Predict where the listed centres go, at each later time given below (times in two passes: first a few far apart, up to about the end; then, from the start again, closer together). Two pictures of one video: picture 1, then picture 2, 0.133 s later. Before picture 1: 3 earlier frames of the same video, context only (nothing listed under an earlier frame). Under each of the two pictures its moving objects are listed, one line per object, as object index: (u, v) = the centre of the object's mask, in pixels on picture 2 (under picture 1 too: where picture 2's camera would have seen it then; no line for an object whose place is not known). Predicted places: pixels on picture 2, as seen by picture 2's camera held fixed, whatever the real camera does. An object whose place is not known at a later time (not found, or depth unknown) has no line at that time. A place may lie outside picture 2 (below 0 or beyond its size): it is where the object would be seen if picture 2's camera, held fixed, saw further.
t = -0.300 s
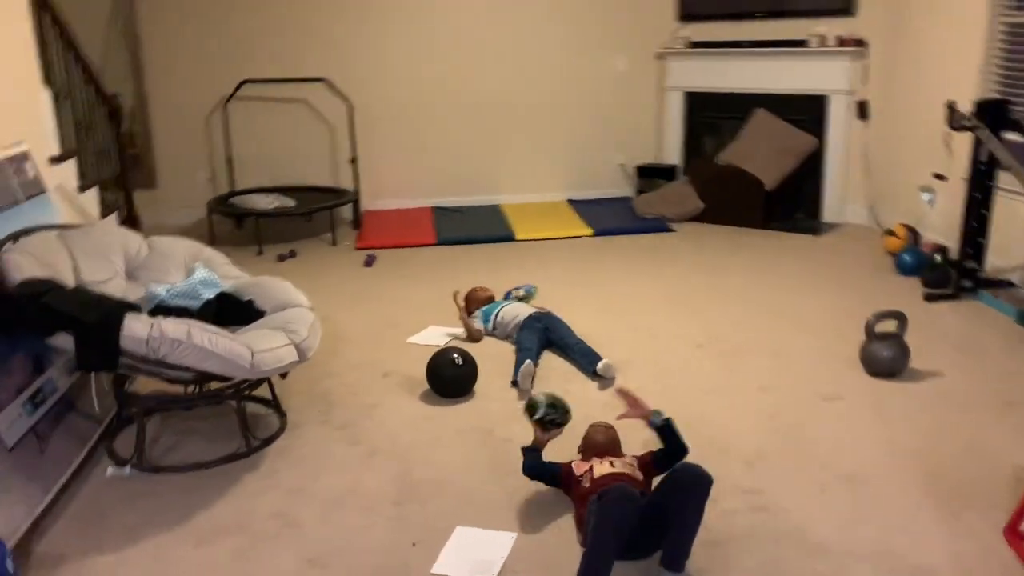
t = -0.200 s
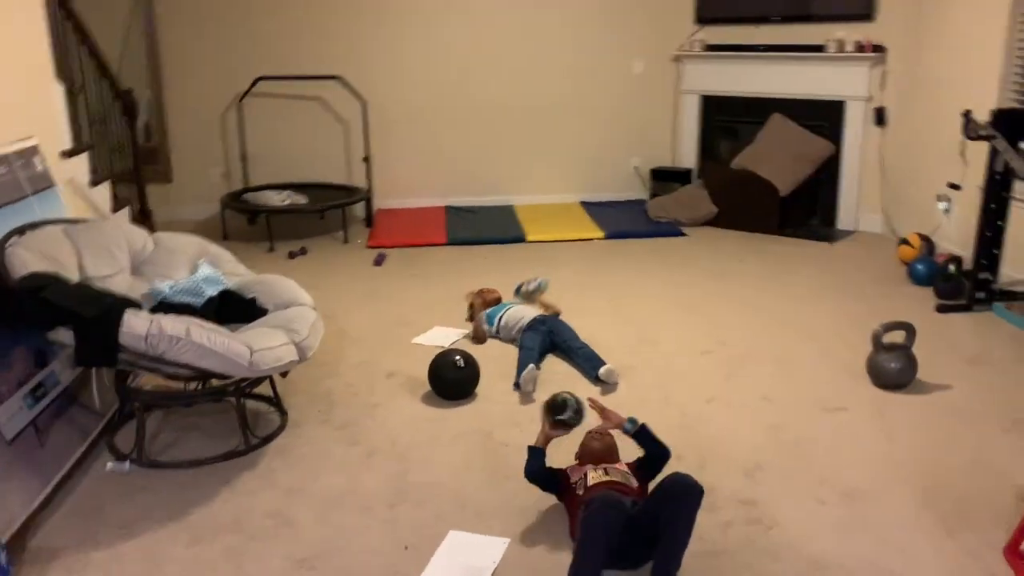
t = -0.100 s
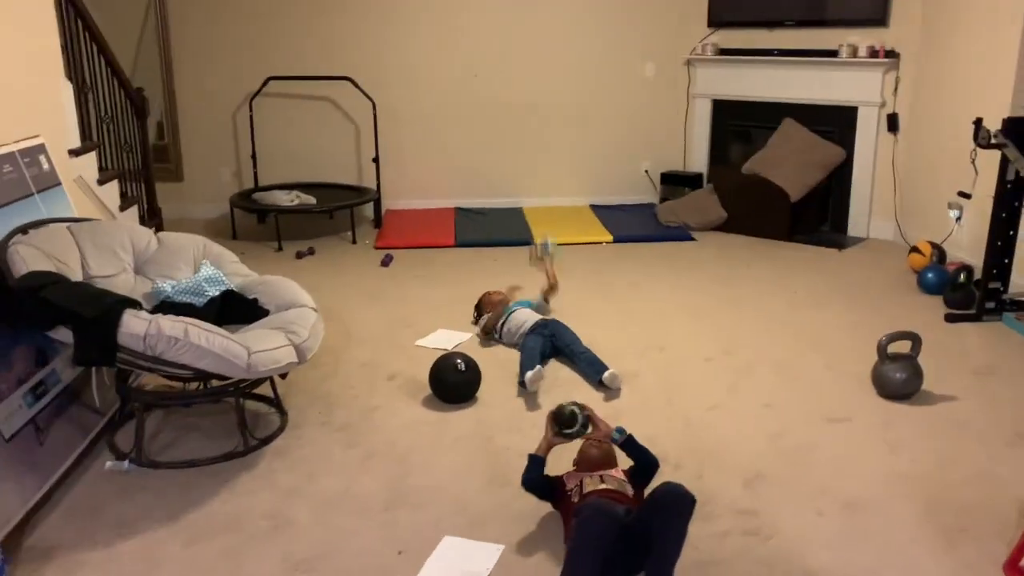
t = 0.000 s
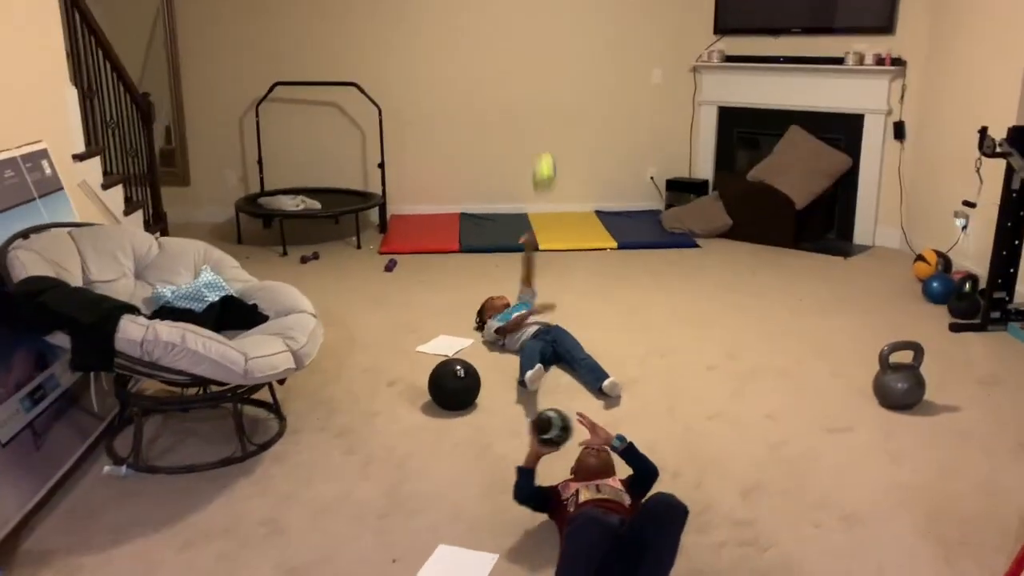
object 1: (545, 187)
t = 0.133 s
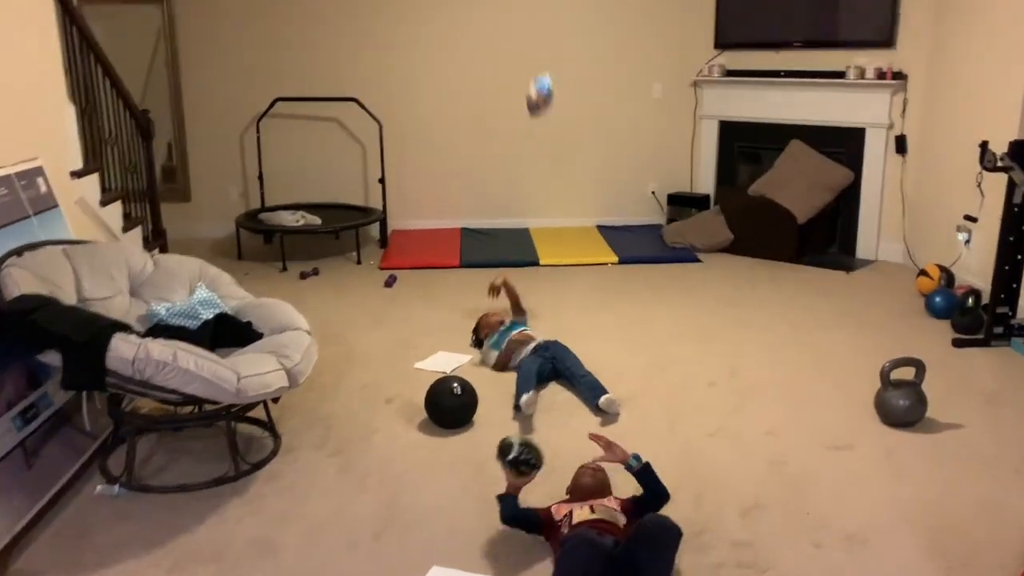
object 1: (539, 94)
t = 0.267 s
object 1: (535, 30)
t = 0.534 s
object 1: (528, 2)
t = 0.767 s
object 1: (522, 103)
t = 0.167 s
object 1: (538, 76)
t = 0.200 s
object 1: (537, 59)
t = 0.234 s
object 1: (537, 44)
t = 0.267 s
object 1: (535, 30)
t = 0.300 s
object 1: (534, 18)
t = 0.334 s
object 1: (533, 9)
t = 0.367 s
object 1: (532, 2)
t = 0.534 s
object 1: (528, 2)
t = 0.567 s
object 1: (526, 8)
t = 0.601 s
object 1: (525, 17)
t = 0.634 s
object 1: (524, 29)
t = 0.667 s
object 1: (523, 42)
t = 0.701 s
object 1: (523, 59)
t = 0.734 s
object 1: (523, 80)
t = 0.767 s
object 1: (522, 103)
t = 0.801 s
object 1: (522, 126)
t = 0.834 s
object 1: (522, 152)
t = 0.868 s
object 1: (521, 184)
